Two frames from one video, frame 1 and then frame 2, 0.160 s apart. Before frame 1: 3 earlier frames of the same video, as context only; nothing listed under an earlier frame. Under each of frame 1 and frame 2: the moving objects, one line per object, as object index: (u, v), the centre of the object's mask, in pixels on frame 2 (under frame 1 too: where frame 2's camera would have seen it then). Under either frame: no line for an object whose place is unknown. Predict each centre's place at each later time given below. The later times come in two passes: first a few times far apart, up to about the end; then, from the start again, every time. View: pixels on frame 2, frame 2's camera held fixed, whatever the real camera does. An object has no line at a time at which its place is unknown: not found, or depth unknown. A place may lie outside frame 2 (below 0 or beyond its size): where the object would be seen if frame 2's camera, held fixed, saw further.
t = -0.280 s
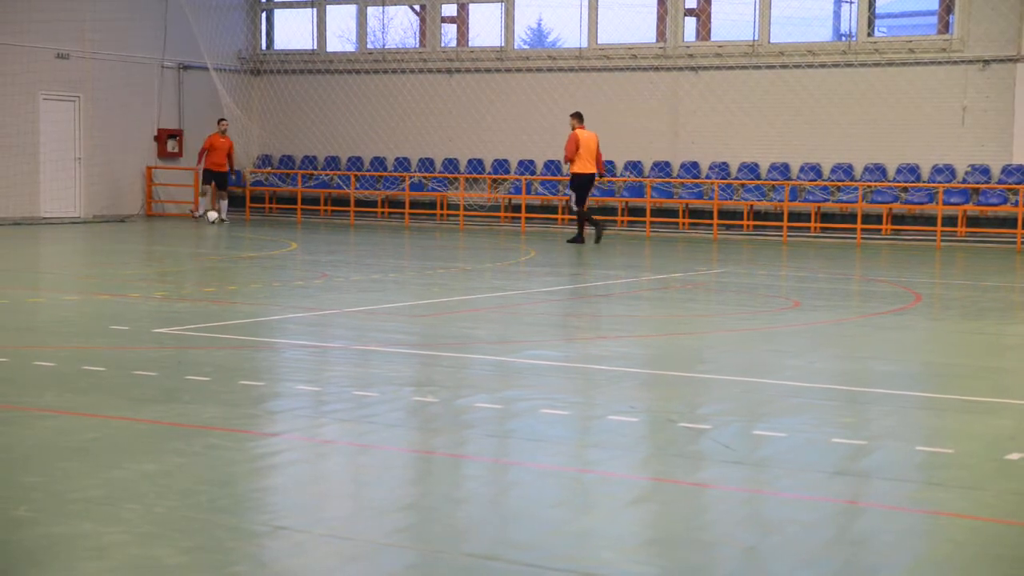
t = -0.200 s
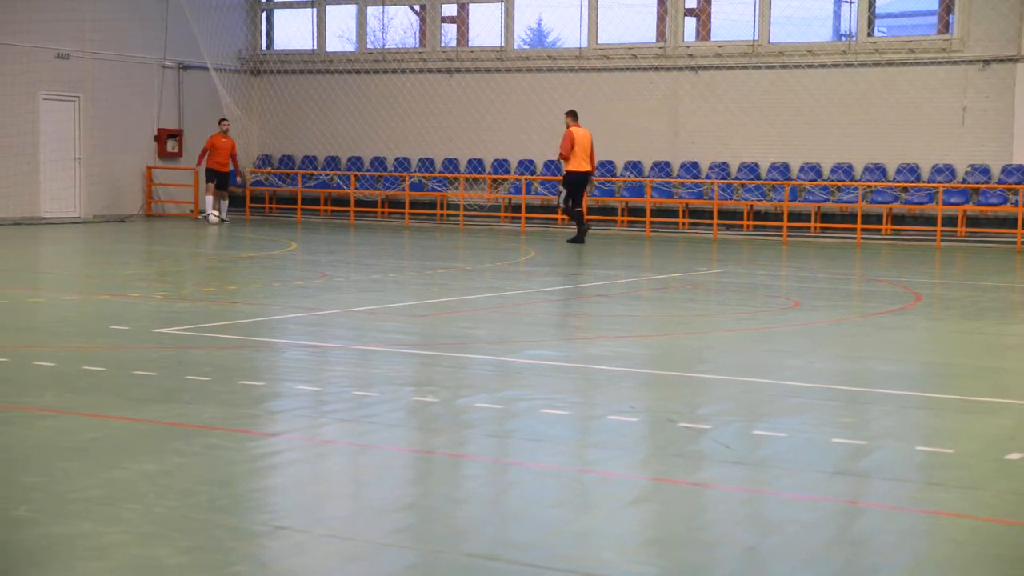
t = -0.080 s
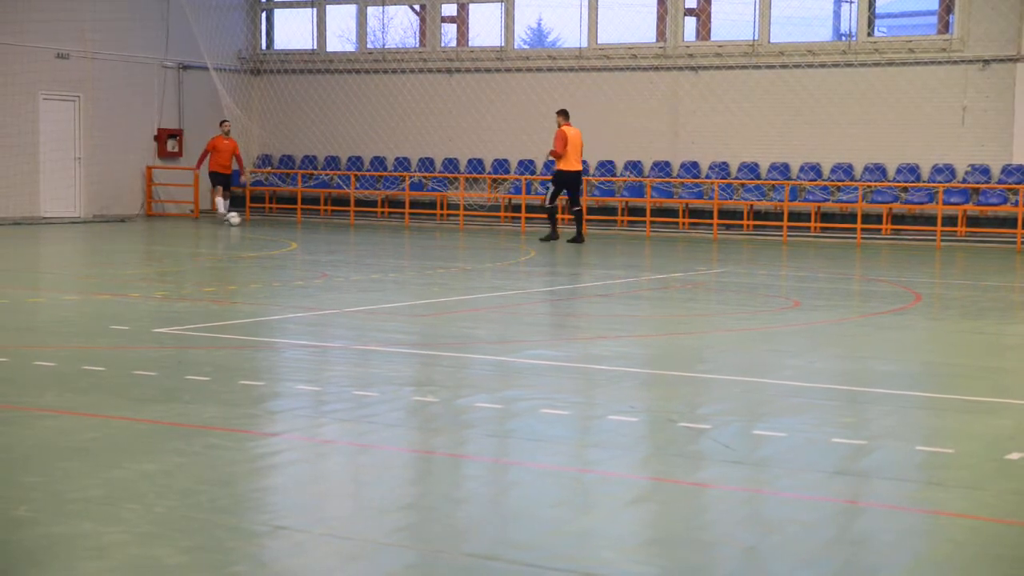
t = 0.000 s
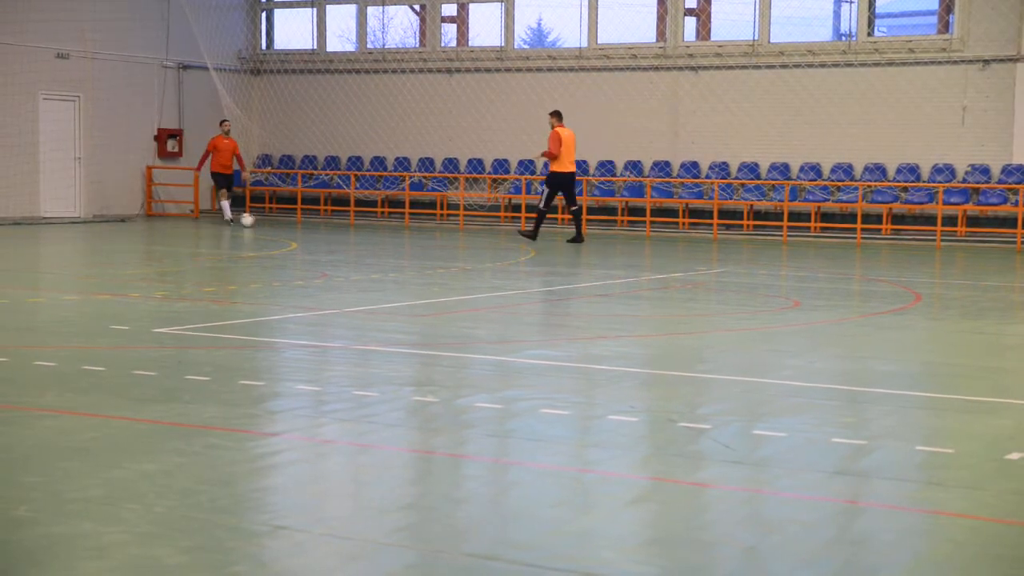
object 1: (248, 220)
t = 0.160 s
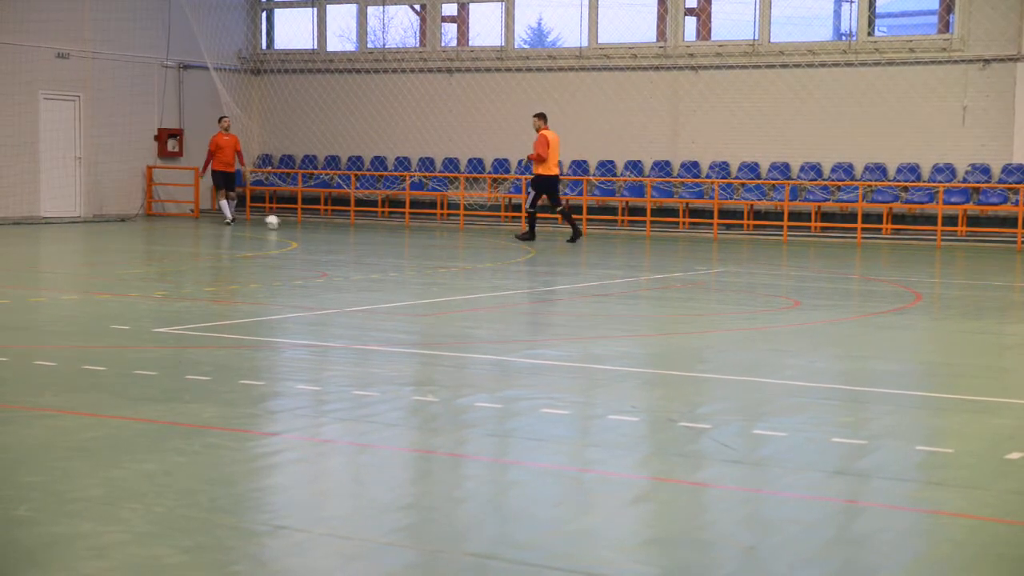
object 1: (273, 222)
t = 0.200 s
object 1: (278, 222)
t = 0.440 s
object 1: (311, 225)
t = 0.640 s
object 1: (341, 228)
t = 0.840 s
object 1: (372, 230)
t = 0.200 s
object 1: (278, 222)
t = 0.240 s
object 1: (283, 223)
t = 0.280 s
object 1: (289, 223)
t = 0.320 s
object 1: (294, 224)
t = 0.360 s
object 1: (300, 224)
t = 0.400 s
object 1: (306, 225)
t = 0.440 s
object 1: (311, 225)
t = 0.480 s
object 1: (317, 226)
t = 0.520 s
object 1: (323, 226)
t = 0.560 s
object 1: (329, 227)
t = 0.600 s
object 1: (335, 227)
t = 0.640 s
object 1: (341, 228)
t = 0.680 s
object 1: (347, 228)
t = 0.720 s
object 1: (353, 229)
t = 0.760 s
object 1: (360, 228)
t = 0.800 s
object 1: (366, 230)
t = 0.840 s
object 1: (372, 230)
